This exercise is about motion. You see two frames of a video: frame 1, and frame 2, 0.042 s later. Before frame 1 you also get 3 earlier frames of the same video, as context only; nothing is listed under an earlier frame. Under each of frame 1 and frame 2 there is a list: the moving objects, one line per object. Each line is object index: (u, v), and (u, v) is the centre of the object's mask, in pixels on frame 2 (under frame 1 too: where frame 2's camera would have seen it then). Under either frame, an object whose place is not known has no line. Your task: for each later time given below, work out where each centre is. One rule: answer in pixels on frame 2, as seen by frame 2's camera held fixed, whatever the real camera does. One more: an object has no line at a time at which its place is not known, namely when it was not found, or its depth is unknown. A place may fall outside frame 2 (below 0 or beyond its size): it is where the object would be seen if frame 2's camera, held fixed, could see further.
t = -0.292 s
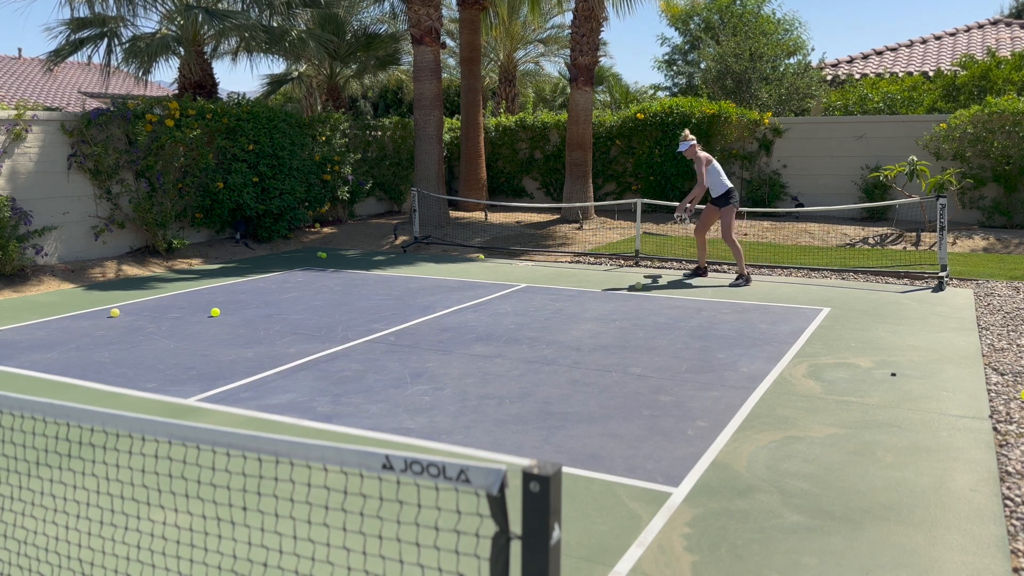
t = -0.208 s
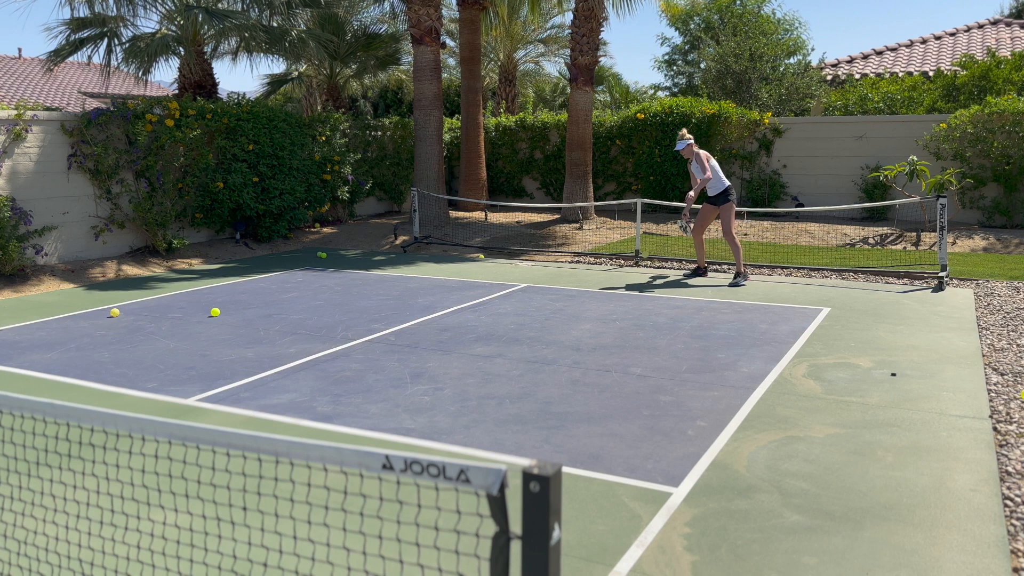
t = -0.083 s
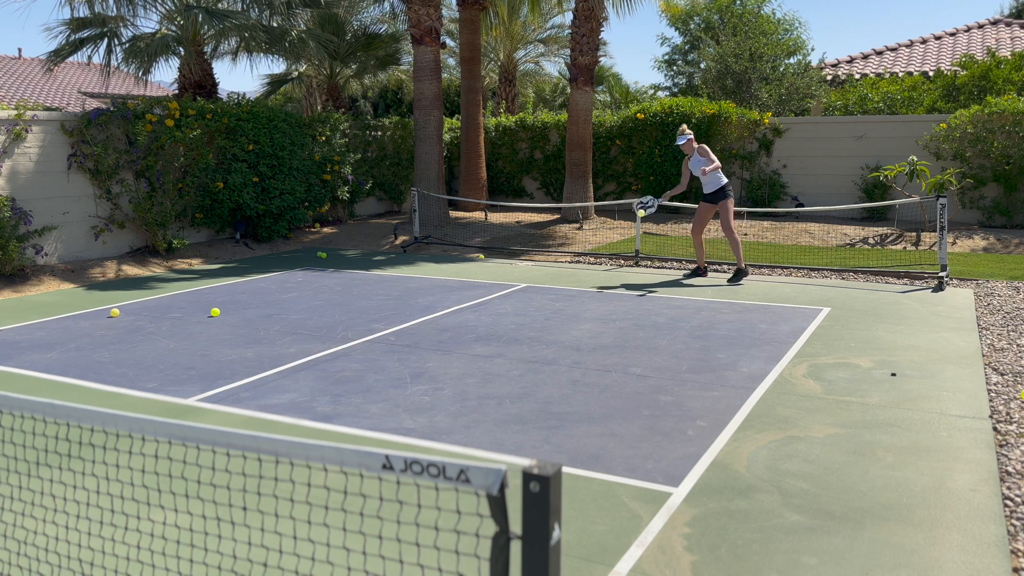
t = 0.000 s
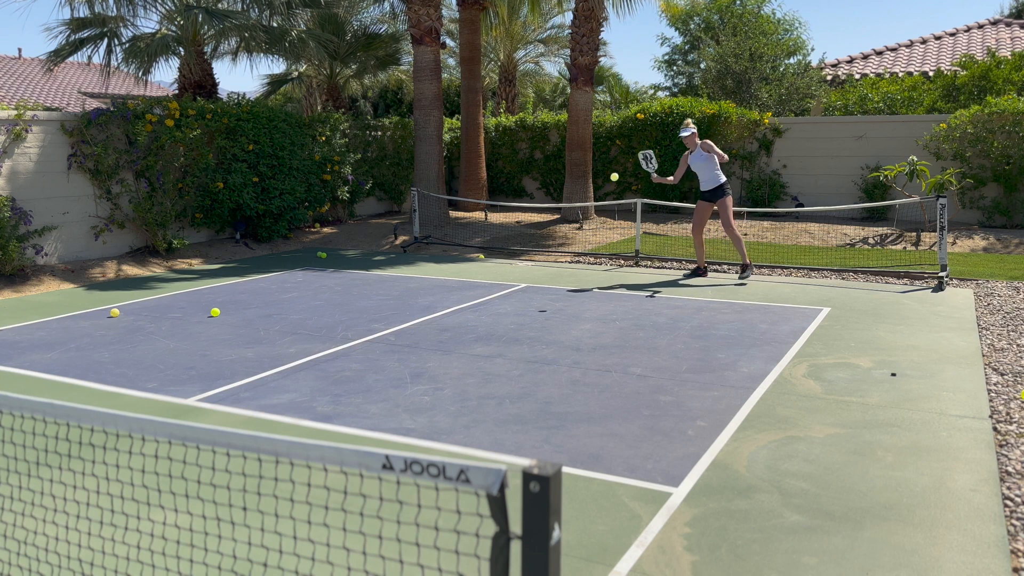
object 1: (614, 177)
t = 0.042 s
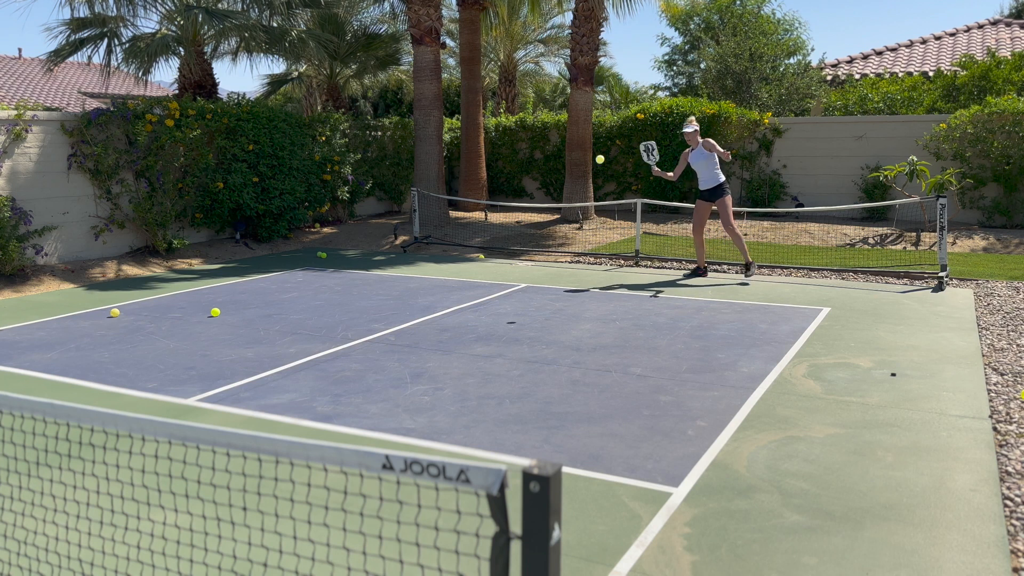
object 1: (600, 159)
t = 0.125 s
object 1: (567, 125)
